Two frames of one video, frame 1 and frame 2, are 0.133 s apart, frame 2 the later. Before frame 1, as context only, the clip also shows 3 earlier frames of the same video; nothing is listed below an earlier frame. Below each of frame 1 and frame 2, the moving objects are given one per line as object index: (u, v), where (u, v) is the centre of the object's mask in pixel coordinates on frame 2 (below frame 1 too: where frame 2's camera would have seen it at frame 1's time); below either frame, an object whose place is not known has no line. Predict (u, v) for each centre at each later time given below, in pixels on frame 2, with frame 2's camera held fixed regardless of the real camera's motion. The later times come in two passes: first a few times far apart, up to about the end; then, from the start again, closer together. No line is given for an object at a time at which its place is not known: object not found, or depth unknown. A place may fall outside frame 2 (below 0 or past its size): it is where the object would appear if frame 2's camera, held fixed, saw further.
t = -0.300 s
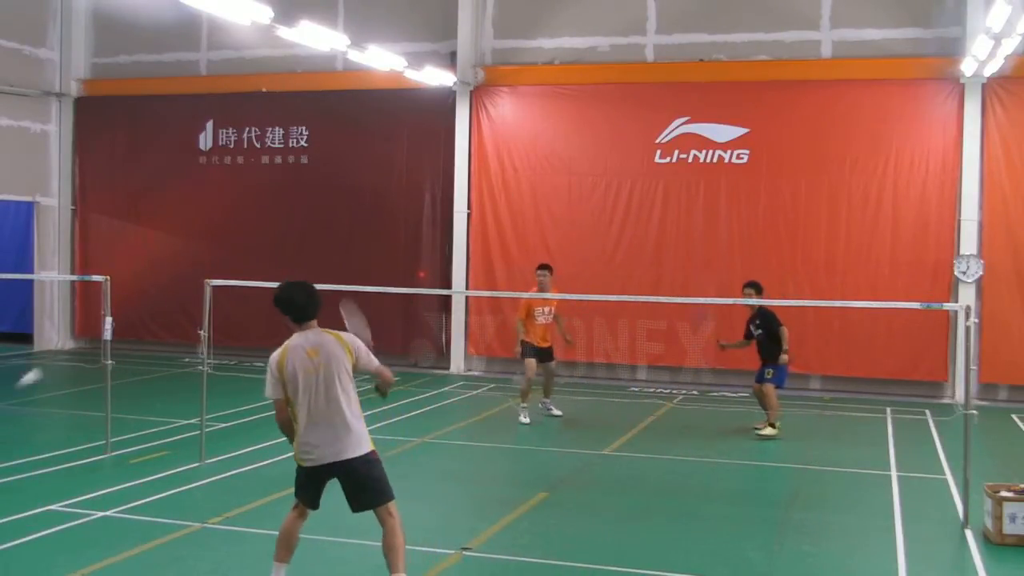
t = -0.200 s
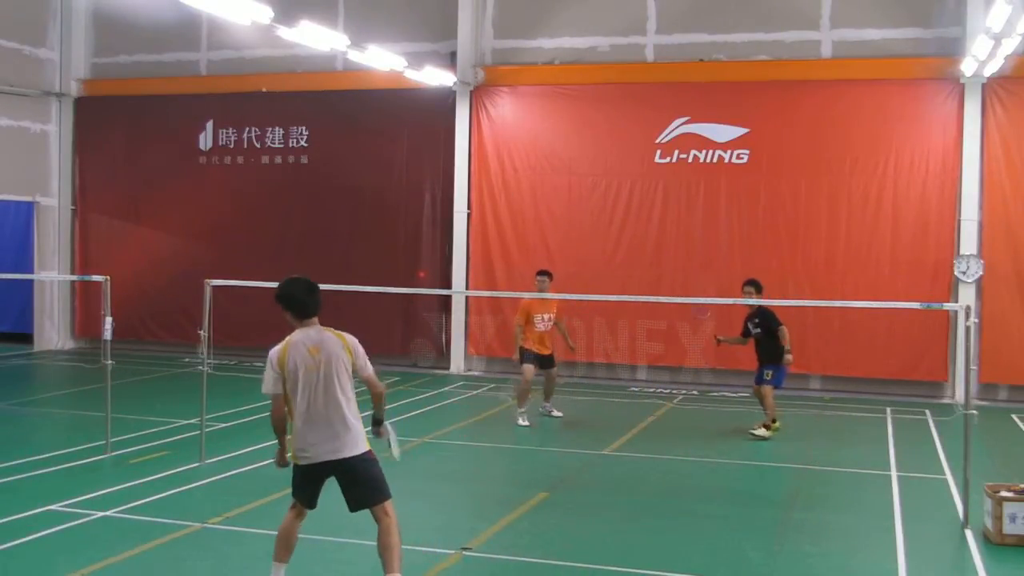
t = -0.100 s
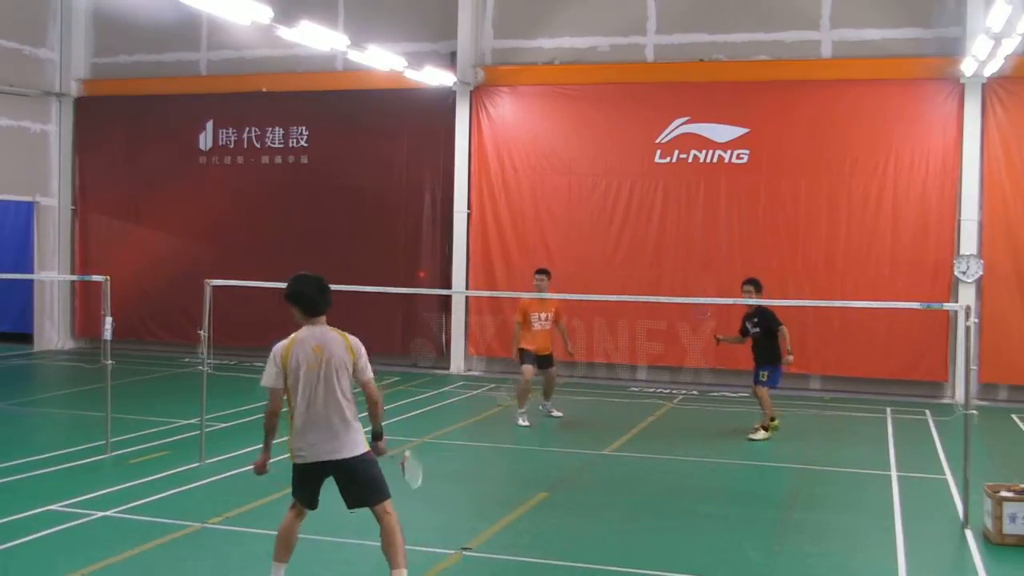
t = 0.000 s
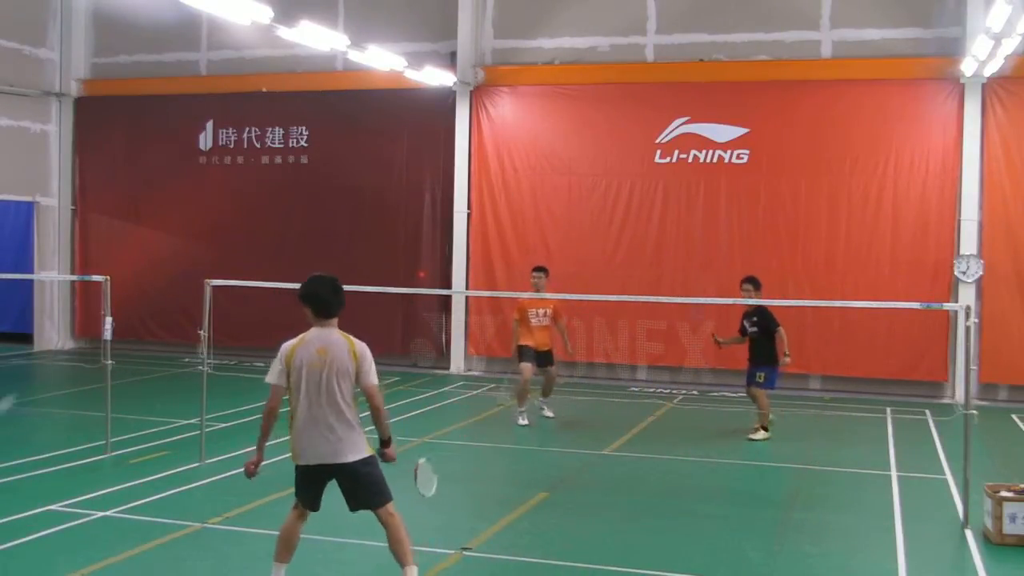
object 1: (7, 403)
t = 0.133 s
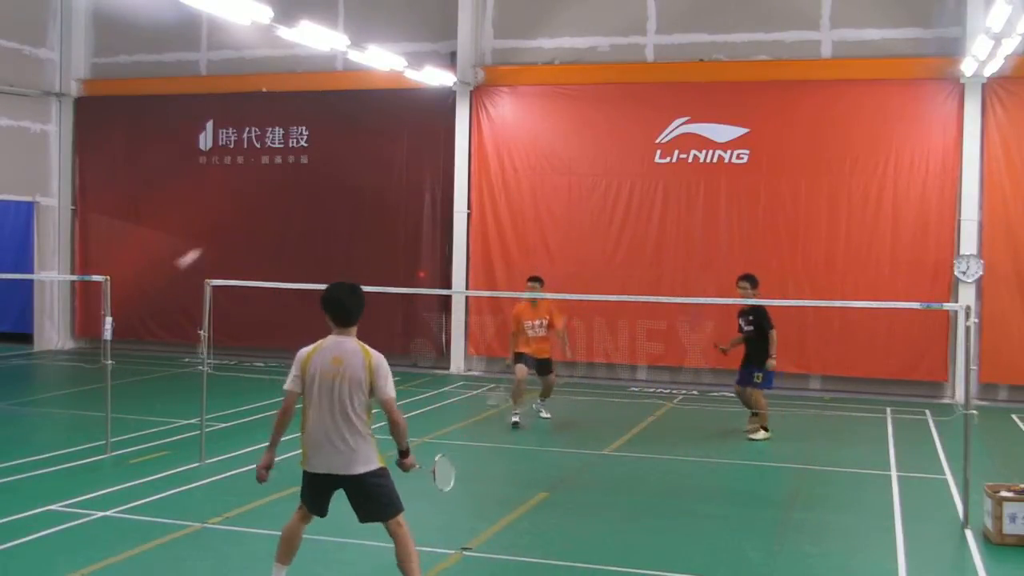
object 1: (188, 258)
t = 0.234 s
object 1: (275, 206)
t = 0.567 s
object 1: (428, 182)
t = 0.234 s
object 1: (275, 206)
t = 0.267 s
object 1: (297, 196)
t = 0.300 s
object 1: (316, 187)
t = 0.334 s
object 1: (335, 181)
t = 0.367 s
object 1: (351, 177)
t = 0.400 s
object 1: (367, 174)
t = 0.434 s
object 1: (381, 173)
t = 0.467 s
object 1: (394, 174)
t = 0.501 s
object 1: (406, 175)
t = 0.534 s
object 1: (418, 178)
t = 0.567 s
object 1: (428, 182)
